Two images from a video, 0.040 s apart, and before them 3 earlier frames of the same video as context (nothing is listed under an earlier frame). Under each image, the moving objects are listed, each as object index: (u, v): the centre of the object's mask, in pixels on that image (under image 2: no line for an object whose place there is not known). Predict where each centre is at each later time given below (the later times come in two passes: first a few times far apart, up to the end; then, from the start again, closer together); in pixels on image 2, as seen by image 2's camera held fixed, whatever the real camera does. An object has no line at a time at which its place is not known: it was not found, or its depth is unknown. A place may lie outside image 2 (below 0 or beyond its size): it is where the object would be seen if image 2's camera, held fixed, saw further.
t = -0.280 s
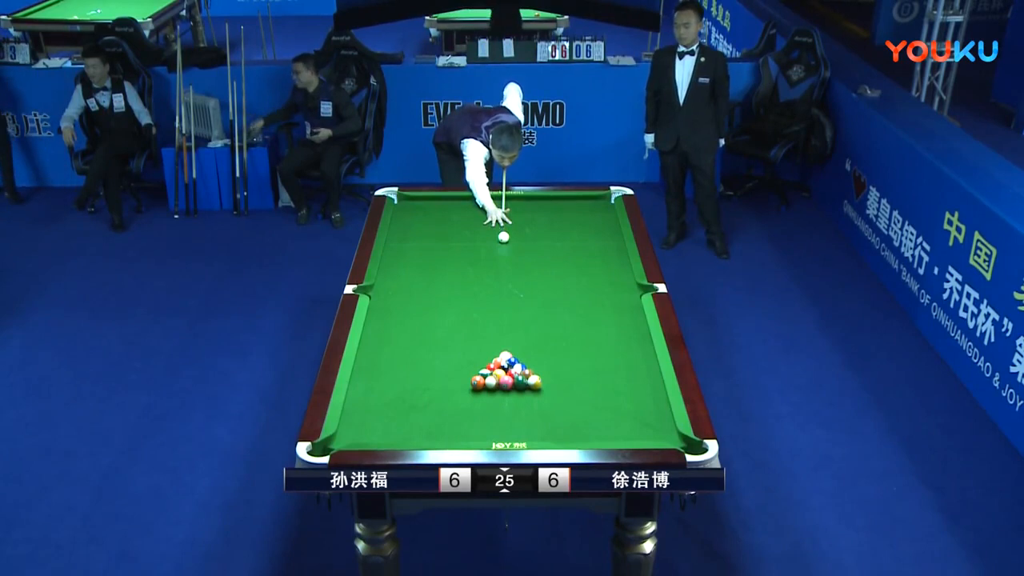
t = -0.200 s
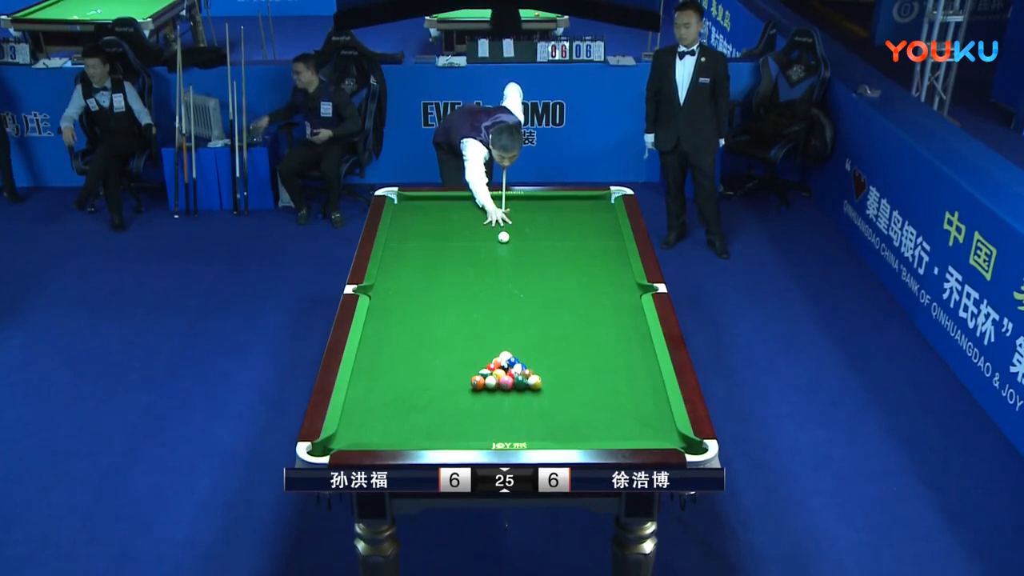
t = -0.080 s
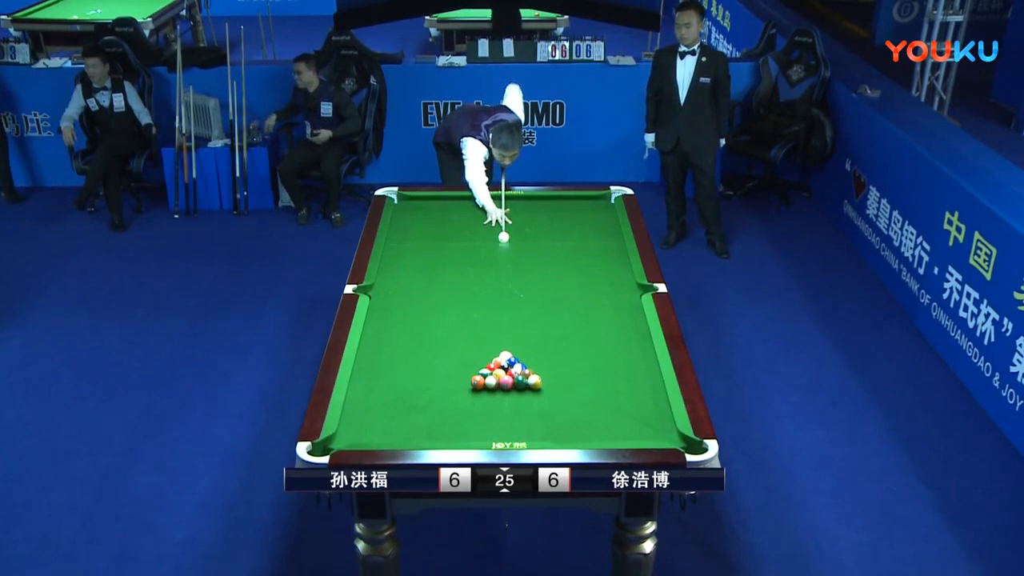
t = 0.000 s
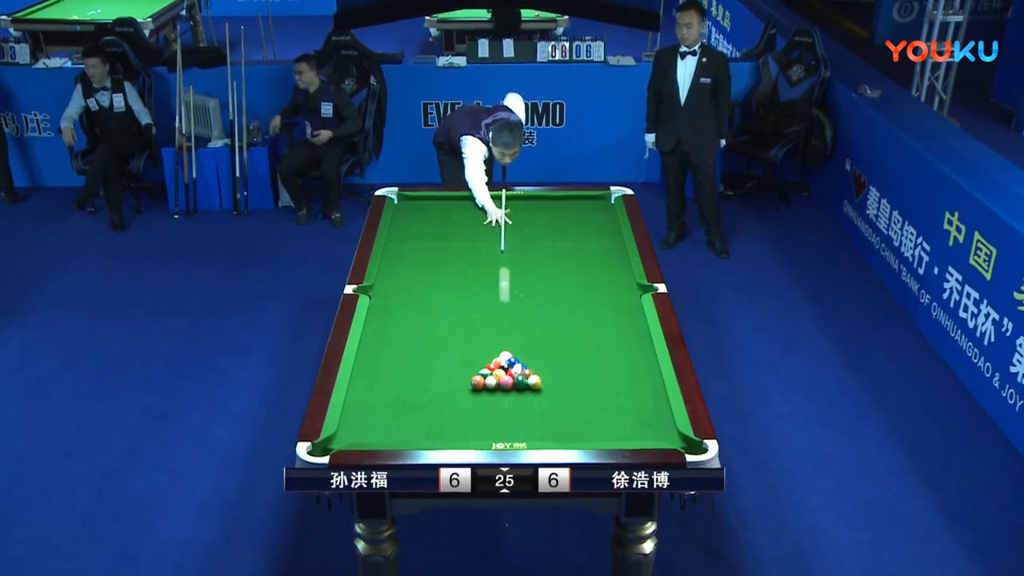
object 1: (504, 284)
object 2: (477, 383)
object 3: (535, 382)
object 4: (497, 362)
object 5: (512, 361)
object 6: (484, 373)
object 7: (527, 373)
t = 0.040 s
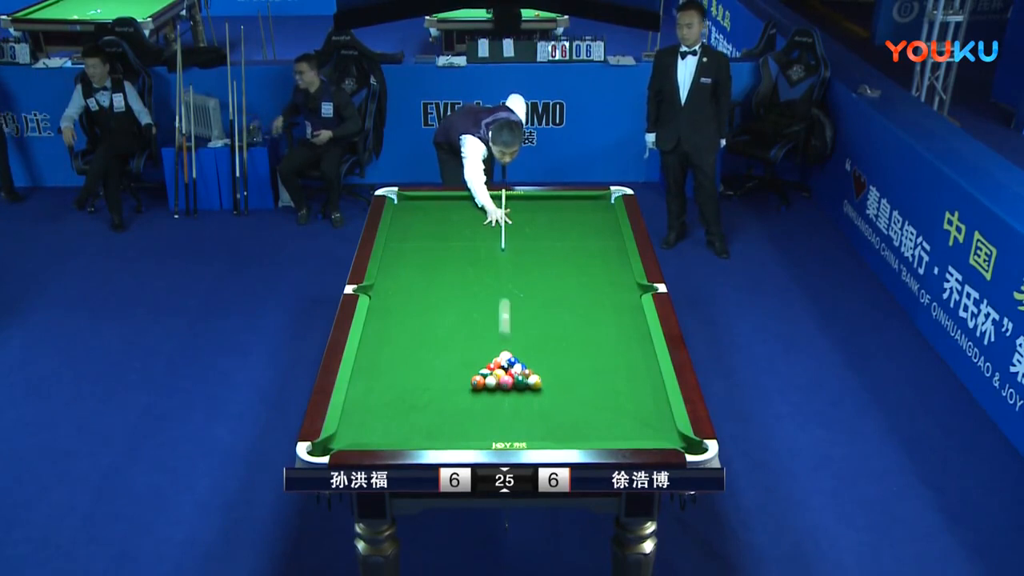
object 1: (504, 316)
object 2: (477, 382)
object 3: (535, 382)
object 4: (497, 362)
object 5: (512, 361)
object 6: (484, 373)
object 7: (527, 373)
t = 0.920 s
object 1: (426, 303)
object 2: (415, 313)
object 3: (572, 283)
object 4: (439, 323)
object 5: (590, 316)
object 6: (398, 373)
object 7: (606, 391)
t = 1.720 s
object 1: (456, 236)
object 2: (409, 288)
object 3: (486, 199)
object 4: (396, 295)
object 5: (631, 289)
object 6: (376, 368)
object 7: (658, 402)
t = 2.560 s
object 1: (474, 203)
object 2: (407, 269)
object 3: (401, 247)
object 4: (398, 280)
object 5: (599, 298)
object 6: (405, 365)
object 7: (635, 407)
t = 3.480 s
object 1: (483, 231)
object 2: (406, 254)
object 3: (469, 303)
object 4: (424, 275)
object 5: (583, 291)
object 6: (423, 363)
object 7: (624, 410)
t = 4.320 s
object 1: (490, 254)
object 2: (406, 246)
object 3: (523, 333)
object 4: (436, 272)
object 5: (576, 288)
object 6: (424, 363)
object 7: (625, 410)
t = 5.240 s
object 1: (497, 276)
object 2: (405, 243)
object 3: (531, 332)
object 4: (438, 272)
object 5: (577, 288)
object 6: (424, 363)
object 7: (625, 410)
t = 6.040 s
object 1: (500, 291)
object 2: (405, 243)
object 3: (531, 332)
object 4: (438, 272)
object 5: (577, 288)
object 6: (424, 363)
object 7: (625, 410)
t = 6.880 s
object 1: (504, 303)
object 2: (405, 243)
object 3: (531, 332)
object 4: (438, 272)
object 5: (577, 288)
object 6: (424, 363)
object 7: (625, 410)
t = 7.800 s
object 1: (507, 309)
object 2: (405, 243)
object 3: (531, 331)
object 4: (438, 272)
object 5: (576, 288)
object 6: (424, 363)
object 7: (625, 410)
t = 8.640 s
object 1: (508, 309)
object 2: (405, 243)
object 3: (531, 331)
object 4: (438, 272)
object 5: (577, 288)
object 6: (424, 363)
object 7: (625, 410)
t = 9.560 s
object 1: (508, 309)
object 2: (405, 243)
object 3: (531, 331)
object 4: (438, 273)
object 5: (577, 288)
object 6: (424, 363)
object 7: (625, 410)
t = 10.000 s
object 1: (507, 309)
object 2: (405, 243)
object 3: (531, 331)
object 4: (438, 273)
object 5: (577, 288)
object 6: (424, 363)
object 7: (625, 410)
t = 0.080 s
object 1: (504, 341)
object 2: (475, 384)
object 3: (535, 382)
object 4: (496, 362)
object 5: (512, 361)
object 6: (484, 373)
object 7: (527, 373)
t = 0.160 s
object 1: (494, 326)
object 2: (440, 413)
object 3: (580, 418)
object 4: (491, 358)
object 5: (523, 357)
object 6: (473, 376)
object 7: (537, 378)
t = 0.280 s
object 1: (480, 319)
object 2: (394, 425)
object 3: (623, 410)
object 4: (482, 352)
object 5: (535, 350)
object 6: (461, 376)
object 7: (549, 380)
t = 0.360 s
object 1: (471, 324)
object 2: (379, 403)
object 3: (637, 386)
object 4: (476, 348)
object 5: (543, 346)
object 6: (453, 376)
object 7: (556, 382)
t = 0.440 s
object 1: (462, 315)
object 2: (366, 385)
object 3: (649, 364)
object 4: (470, 344)
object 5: (550, 342)
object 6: (443, 374)
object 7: (563, 383)
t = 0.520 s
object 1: (454, 315)
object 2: (361, 369)
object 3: (637, 347)
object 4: (465, 340)
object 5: (557, 337)
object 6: (436, 375)
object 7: (571, 384)
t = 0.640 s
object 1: (443, 311)
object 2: (382, 350)
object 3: (613, 325)
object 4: (457, 335)
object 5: (567, 330)
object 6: (424, 374)
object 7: (581, 386)
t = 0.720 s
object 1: (436, 309)
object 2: (394, 337)
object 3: (601, 312)
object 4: (451, 331)
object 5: (574, 326)
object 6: (417, 373)
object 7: (589, 388)
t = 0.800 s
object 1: (430, 308)
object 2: (404, 325)
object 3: (589, 300)
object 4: (446, 328)
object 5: (580, 322)
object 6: (408, 373)
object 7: (596, 389)
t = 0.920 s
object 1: (426, 303)
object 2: (415, 313)
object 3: (572, 283)
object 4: (439, 323)
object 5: (590, 316)
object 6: (398, 373)
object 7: (606, 391)
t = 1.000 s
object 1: (431, 293)
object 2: (412, 312)
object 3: (562, 272)
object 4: (434, 320)
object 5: (596, 312)
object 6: (390, 369)
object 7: (613, 392)
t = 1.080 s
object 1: (436, 285)
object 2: (411, 310)
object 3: (552, 262)
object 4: (429, 316)
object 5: (602, 309)
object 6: (381, 371)
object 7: (619, 393)
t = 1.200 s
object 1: (441, 275)
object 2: (411, 305)
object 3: (538, 248)
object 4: (423, 312)
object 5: (610, 303)
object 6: (371, 373)
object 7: (628, 395)
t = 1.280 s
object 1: (443, 268)
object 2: (410, 302)
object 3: (529, 239)
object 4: (419, 309)
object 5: (616, 300)
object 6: (365, 370)
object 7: (635, 396)
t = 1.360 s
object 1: (446, 262)
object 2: (409, 299)
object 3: (521, 230)
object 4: (414, 307)
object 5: (621, 297)
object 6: (359, 373)
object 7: (641, 398)
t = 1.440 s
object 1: (448, 256)
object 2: (410, 295)
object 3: (513, 221)
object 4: (410, 303)
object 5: (627, 293)
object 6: (360, 372)
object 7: (647, 398)
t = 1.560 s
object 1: (452, 247)
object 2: (410, 293)
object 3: (501, 210)
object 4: (404, 300)
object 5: (634, 288)
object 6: (367, 370)
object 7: (656, 400)
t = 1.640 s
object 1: (454, 242)
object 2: (410, 291)
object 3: (494, 203)
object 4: (400, 297)
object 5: (635, 287)
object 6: (371, 368)
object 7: (661, 401)
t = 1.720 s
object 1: (456, 236)
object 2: (409, 288)
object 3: (486, 199)
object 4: (396, 295)
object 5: (631, 289)
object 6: (376, 368)
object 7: (658, 402)
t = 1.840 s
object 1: (460, 229)
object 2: (409, 285)
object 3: (470, 207)
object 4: (390, 291)
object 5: (626, 291)
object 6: (382, 368)
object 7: (654, 403)
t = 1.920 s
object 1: (462, 224)
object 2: (409, 283)
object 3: (460, 212)
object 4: (387, 289)
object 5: (622, 292)
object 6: (384, 367)
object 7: (651, 403)
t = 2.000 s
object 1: (463, 219)
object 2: (409, 281)
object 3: (448, 217)
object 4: (383, 287)
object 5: (619, 294)
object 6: (387, 367)
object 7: (649, 404)
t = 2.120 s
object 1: (466, 212)
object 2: (408, 278)
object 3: (432, 223)
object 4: (380, 284)
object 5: (614, 295)
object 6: (391, 366)
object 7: (646, 404)
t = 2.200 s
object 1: (468, 208)
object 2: (408, 276)
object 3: (421, 227)
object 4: (383, 283)
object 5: (610, 296)
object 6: (394, 366)
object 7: (643, 405)
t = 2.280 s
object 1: (470, 203)
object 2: (408, 275)
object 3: (410, 232)
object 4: (386, 282)
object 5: (607, 297)
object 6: (397, 366)
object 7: (641, 405)
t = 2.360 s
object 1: (472, 199)
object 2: (408, 273)
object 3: (398, 236)
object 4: (390, 282)
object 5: (604, 298)
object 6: (399, 365)
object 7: (639, 406)
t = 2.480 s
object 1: (473, 201)
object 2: (408, 270)
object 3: (395, 243)
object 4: (395, 281)
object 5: (601, 298)
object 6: (403, 366)
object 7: (637, 407)
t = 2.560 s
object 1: (474, 203)
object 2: (407, 269)
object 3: (401, 247)
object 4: (398, 280)
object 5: (599, 298)
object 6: (405, 365)
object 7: (635, 407)
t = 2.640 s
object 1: (475, 206)
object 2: (407, 267)
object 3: (407, 252)
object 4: (400, 280)
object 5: (597, 298)
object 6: (407, 365)
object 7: (634, 408)
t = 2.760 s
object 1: (476, 210)
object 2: (407, 265)
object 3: (415, 259)
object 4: (404, 279)
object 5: (594, 297)
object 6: (410, 365)
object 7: (631, 408)
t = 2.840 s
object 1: (477, 212)
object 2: (407, 263)
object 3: (421, 263)
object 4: (407, 278)
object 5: (592, 296)
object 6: (412, 364)
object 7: (630, 408)
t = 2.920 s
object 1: (477, 215)
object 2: (407, 262)
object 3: (427, 268)
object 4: (410, 278)
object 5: (591, 295)
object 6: (414, 363)
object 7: (629, 409)
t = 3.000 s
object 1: (478, 217)
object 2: (406, 261)
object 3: (432, 273)
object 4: (412, 277)
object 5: (590, 295)
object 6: (416, 363)
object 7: (628, 409)
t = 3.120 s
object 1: (479, 221)
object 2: (406, 259)
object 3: (442, 280)
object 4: (415, 277)
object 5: (588, 294)
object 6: (418, 363)
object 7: (626, 409)
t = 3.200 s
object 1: (480, 223)
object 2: (406, 257)
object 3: (447, 285)
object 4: (417, 276)
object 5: (587, 293)
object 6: (419, 363)
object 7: (626, 409)
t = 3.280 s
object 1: (481, 225)
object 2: (406, 256)
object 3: (454, 290)
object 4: (420, 276)
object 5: (585, 292)
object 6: (420, 363)
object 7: (625, 409)
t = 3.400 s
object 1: (482, 229)
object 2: (406, 255)
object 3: (463, 298)
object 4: (422, 275)
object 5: (584, 291)
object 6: (422, 363)
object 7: (624, 410)
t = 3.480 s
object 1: (483, 231)
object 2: (406, 254)
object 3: (469, 303)
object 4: (424, 275)
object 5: (583, 291)
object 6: (423, 363)
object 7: (624, 410)
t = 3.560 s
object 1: (484, 233)
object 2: (406, 253)
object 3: (476, 308)
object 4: (426, 275)
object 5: (582, 290)
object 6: (423, 363)
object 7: (624, 410)
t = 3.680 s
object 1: (485, 237)
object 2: (406, 251)
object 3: (486, 316)
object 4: (428, 274)
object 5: (581, 289)
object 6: (424, 363)
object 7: (624, 410)
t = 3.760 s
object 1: (486, 239)
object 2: (406, 250)
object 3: (492, 321)
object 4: (430, 273)
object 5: (580, 289)
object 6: (424, 363)
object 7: (624, 409)
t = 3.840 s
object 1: (486, 241)
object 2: (406, 250)
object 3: (499, 326)
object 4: (431, 273)
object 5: (579, 289)
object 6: (425, 363)
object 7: (625, 410)
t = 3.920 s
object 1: (487, 243)
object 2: (406, 249)
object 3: (505, 329)
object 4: (432, 273)
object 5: (579, 289)
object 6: (424, 363)
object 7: (625, 410)
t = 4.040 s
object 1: (488, 247)
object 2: (406, 248)
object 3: (513, 332)
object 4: (433, 273)
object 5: (577, 288)
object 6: (425, 363)
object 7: (625, 410)
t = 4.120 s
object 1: (489, 249)
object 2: (406, 247)
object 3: (518, 333)
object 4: (434, 272)
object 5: (577, 288)
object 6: (425, 363)
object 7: (625, 410)
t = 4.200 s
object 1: (490, 251)
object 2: (406, 247)
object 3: (521, 333)
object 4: (435, 272)
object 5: (576, 288)
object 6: (424, 363)
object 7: (625, 410)
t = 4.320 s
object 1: (490, 254)
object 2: (406, 246)
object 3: (523, 333)
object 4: (436, 272)
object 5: (576, 288)
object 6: (424, 363)
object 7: (625, 410)
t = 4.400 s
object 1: (491, 256)
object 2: (406, 245)
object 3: (525, 332)
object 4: (437, 272)
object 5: (576, 288)
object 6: (424, 363)
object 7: (625, 410)
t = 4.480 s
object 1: (492, 258)
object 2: (406, 245)
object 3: (526, 333)
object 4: (437, 272)
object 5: (576, 288)
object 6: (424, 363)
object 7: (625, 410)
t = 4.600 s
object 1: (493, 261)
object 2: (405, 244)
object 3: (528, 332)
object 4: (438, 272)
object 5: (576, 288)
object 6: (424, 363)
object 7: (625, 410)
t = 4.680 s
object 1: (493, 263)
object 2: (405, 244)
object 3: (529, 332)
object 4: (438, 272)
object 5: (577, 288)
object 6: (424, 363)
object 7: (625, 410)
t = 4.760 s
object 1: (494, 265)
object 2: (405, 244)
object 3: (530, 332)
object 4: (439, 272)
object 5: (577, 288)
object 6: (424, 363)
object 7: (625, 410)
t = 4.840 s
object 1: (494, 267)
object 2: (405, 243)
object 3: (530, 332)
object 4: (439, 272)
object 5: (577, 288)
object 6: (424, 363)
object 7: (625, 410)
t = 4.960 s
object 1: (495, 270)
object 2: (405, 243)
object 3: (531, 332)
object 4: (438, 272)
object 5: (577, 288)
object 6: (424, 363)
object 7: (625, 410)
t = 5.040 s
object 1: (495, 272)
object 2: (405, 243)
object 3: (531, 332)
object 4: (439, 272)
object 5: (577, 288)
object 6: (424, 363)
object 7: (625, 410)
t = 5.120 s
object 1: (496, 273)
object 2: (405, 243)
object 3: (531, 332)
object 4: (439, 272)
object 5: (577, 288)
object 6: (424, 363)
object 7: (625, 410)
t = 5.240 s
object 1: (497, 276)
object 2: (405, 243)
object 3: (531, 332)
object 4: (438, 272)
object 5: (577, 288)
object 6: (424, 363)
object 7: (625, 410)
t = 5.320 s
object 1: (497, 278)
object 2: (405, 243)
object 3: (531, 332)
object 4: (438, 272)
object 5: (577, 288)
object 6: (424, 363)
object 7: (625, 410)
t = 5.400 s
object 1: (497, 280)
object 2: (405, 243)
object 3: (531, 332)
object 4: (438, 272)
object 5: (577, 288)
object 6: (424, 363)
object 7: (625, 410)
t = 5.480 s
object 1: (498, 281)
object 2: (405, 243)
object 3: (531, 332)
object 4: (438, 272)
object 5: (577, 288)
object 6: (424, 363)
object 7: (625, 410)
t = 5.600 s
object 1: (499, 284)
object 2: (405, 243)
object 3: (531, 332)
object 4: (438, 272)
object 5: (577, 288)
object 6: (424, 363)
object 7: (625, 410)
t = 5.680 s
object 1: (499, 285)
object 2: (405, 243)
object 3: (531, 332)
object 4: (438, 272)
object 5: (577, 288)
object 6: (424, 363)
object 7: (625, 410)
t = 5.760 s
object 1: (499, 287)
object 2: (405, 243)
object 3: (531, 332)
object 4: (438, 272)
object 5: (577, 288)
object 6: (424, 363)
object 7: (625, 410)
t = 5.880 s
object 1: (500, 289)
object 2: (405, 243)
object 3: (531, 332)
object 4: (438, 272)
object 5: (577, 288)
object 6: (424, 363)
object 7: (625, 410)
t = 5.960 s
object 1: (500, 290)
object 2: (405, 243)
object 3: (531, 332)
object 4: (438, 272)
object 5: (577, 288)
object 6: (424, 363)
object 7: (625, 410)
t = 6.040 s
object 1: (500, 291)
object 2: (405, 243)
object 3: (531, 332)
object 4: (438, 272)
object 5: (577, 288)
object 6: (424, 363)
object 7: (625, 410)
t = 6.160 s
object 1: (501, 293)
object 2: (405, 243)
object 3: (531, 332)
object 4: (438, 272)
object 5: (577, 288)
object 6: (424, 363)
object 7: (625, 410)
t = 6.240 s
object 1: (501, 294)
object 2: (405, 243)
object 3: (531, 332)
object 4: (438, 272)
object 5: (577, 288)
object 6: (424, 363)
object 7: (625, 410)
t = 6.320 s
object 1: (502, 296)
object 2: (405, 243)
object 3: (531, 332)
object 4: (438, 272)
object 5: (577, 288)
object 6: (424, 363)
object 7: (625, 410)
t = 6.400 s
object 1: (502, 297)
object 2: (405, 243)
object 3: (531, 332)
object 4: (438, 272)
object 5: (577, 288)
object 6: (424, 363)
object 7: (625, 410)
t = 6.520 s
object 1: (503, 298)
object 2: (405, 243)
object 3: (531, 332)
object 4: (438, 272)
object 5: (577, 288)
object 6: (424, 363)
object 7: (625, 410)
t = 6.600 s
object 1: (503, 299)
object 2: (405, 243)
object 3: (531, 332)
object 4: (438, 272)
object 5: (577, 288)
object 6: (424, 363)
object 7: (625, 410)
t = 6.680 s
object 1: (503, 300)
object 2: (405, 243)
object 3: (531, 332)
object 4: (438, 272)
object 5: (576, 288)
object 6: (424, 363)
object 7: (625, 410)
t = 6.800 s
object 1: (504, 302)
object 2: (405, 243)
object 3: (531, 332)
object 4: (438, 272)
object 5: (576, 288)
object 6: (424, 363)
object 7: (625, 410)
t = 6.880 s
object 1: (504, 303)
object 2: (405, 243)
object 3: (531, 332)
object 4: (438, 272)
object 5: (577, 288)
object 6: (424, 363)
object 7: (625, 410)
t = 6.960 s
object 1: (505, 303)
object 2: (405, 243)
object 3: (531, 332)
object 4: (438, 272)
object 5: (577, 288)
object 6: (424, 363)
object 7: (625, 410)
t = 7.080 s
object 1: (505, 304)
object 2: (405, 243)
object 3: (531, 332)
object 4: (438, 272)
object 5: (576, 288)
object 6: (424, 363)
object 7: (625, 410)
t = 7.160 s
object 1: (506, 305)
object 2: (405, 243)
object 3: (531, 332)
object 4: (438, 272)
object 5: (576, 288)
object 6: (424, 363)
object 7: (625, 410)
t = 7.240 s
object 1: (506, 306)
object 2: (405, 243)
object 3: (531, 331)
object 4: (438, 272)
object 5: (576, 288)
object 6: (424, 363)
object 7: (625, 410)
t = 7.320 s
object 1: (506, 306)
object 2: (405, 243)
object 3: (531, 331)
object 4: (438, 272)
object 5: (576, 288)
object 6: (424, 363)
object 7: (625, 410)
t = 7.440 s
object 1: (507, 307)
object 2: (405, 243)
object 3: (531, 332)
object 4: (438, 272)
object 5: (576, 288)
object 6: (424, 363)
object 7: (625, 410)
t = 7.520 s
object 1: (507, 308)
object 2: (405, 243)
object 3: (531, 331)
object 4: (438, 272)
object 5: (576, 288)
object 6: (424, 363)
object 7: (625, 410)
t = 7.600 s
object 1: (507, 308)
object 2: (405, 243)
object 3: (531, 331)
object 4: (438, 272)
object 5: (576, 288)
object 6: (424, 363)
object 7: (625, 410)
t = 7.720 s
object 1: (507, 308)
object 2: (405, 243)
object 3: (531, 331)
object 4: (438, 272)
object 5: (576, 288)
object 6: (424, 363)
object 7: (625, 410)
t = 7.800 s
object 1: (507, 309)
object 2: (405, 243)
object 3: (531, 331)
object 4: (438, 272)
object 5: (576, 288)
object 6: (424, 363)
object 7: (625, 410)
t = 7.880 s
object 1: (507, 309)
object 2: (405, 243)
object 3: (531, 331)
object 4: (438, 272)
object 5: (577, 288)
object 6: (424, 363)
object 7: (625, 410)
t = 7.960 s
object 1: (507, 309)
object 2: (405, 243)
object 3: (531, 331)
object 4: (438, 272)
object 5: (577, 288)
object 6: (424, 363)
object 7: (625, 410)
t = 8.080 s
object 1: (508, 309)
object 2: (405, 243)
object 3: (531, 331)
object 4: (438, 272)
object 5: (577, 288)
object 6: (424, 363)
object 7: (625, 410)
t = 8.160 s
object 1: (508, 309)
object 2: (405, 243)
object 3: (531, 331)
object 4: (438, 272)
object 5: (577, 288)
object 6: (424, 363)
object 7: (625, 410)
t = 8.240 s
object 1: (508, 309)
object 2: (405, 243)
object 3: (531, 331)
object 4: (438, 272)
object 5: (577, 288)
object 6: (424, 363)
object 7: (625, 410)
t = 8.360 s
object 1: (508, 309)
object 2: (405, 243)
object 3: (531, 331)
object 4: (438, 272)
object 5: (577, 288)
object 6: (424, 363)
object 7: (625, 410)
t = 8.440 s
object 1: (508, 309)
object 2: (405, 243)
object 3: (531, 331)
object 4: (438, 272)
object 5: (577, 288)
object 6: (424, 363)
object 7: (625, 410)
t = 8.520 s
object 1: (508, 309)
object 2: (405, 243)
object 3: (531, 331)
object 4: (438, 272)
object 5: (577, 288)
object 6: (424, 363)
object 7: (625, 410)
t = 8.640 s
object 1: (508, 309)
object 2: (405, 243)
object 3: (531, 331)
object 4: (438, 272)
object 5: (577, 288)
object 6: (424, 363)
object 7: (625, 410)
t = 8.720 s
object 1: (508, 309)
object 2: (405, 243)
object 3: (531, 331)
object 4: (438, 272)
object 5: (577, 288)
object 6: (424, 363)
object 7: (625, 410)
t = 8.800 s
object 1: (508, 309)
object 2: (405, 243)
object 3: (531, 331)
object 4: (438, 272)
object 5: (577, 288)
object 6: (424, 363)
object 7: (625, 410)
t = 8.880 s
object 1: (508, 309)
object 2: (405, 243)
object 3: (531, 331)
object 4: (438, 272)
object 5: (577, 288)
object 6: (424, 363)
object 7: (625, 410)
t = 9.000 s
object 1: (508, 309)
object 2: (405, 243)
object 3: (531, 331)
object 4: (438, 272)
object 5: (577, 288)
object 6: (424, 363)
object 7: (625, 410)
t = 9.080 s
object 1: (508, 309)
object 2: (405, 243)
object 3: (531, 331)
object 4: (438, 272)
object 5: (577, 288)
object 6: (424, 363)
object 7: (625, 410)
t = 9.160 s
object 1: (508, 309)
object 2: (405, 243)
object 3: (531, 331)
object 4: (438, 272)
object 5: (577, 288)
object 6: (424, 363)
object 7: (625, 410)
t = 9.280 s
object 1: (508, 309)
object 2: (405, 243)
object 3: (531, 331)
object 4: (438, 272)
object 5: (577, 288)
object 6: (424, 363)
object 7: (625, 410)
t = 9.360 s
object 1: (508, 309)
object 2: (405, 243)
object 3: (531, 331)
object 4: (438, 272)
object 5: (577, 288)
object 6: (424, 363)
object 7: (625, 410)
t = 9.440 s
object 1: (508, 309)
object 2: (405, 243)
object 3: (531, 331)
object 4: (438, 272)
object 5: (577, 288)
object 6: (424, 363)
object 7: (625, 410)
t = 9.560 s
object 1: (508, 309)
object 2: (405, 243)
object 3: (531, 331)
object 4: (438, 273)
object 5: (577, 288)
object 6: (424, 363)
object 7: (625, 410)
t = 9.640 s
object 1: (508, 309)
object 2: (405, 243)
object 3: (531, 332)
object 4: (438, 273)
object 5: (577, 288)
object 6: (424, 363)
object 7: (625, 410)
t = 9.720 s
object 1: (507, 309)
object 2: (405, 243)
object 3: (531, 332)
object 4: (438, 273)
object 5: (577, 288)
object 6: (424, 363)
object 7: (625, 410)
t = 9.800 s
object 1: (507, 309)
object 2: (405, 243)
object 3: (531, 332)
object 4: (438, 273)
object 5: (577, 288)
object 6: (424, 363)
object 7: (625, 410)
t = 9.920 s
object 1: (507, 309)
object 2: (405, 243)
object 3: (531, 331)
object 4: (438, 273)
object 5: (577, 288)
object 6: (424, 363)
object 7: (625, 410)
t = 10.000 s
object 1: (507, 309)
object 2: (405, 243)
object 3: (531, 331)
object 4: (438, 273)
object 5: (577, 288)
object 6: (424, 363)
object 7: (625, 410)
